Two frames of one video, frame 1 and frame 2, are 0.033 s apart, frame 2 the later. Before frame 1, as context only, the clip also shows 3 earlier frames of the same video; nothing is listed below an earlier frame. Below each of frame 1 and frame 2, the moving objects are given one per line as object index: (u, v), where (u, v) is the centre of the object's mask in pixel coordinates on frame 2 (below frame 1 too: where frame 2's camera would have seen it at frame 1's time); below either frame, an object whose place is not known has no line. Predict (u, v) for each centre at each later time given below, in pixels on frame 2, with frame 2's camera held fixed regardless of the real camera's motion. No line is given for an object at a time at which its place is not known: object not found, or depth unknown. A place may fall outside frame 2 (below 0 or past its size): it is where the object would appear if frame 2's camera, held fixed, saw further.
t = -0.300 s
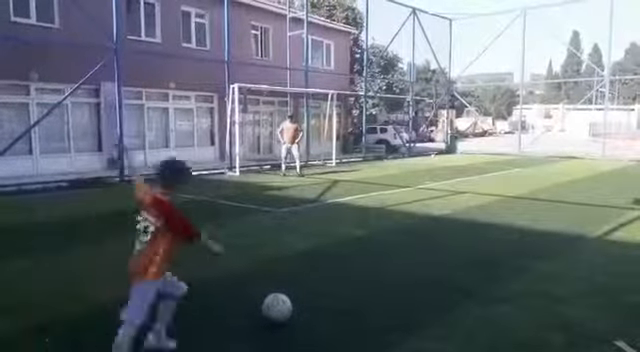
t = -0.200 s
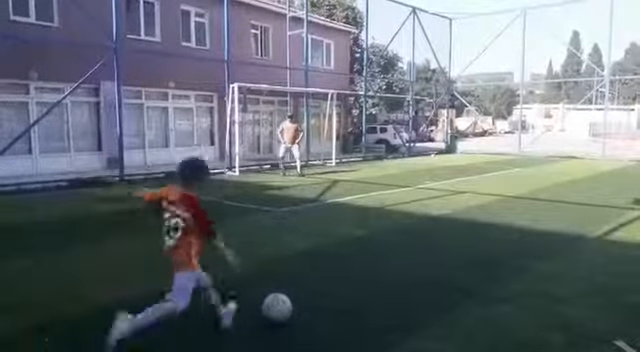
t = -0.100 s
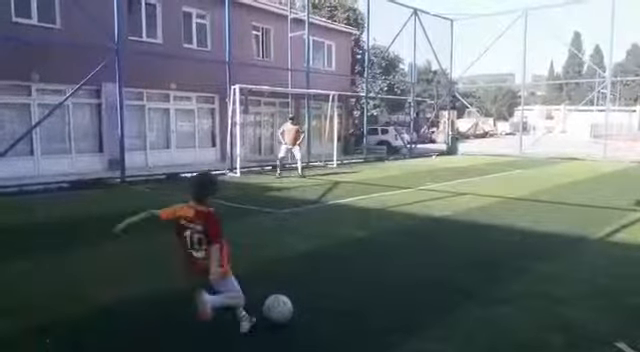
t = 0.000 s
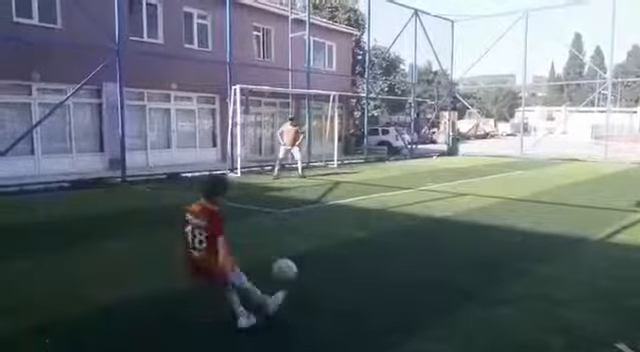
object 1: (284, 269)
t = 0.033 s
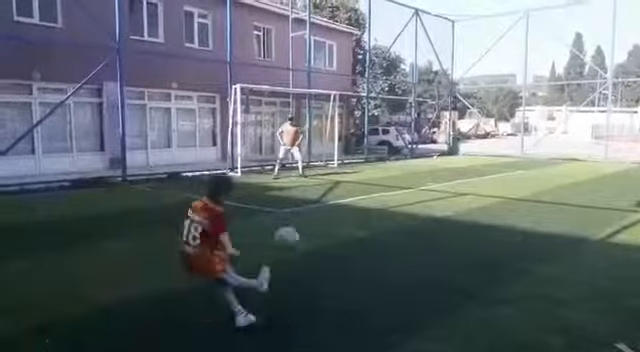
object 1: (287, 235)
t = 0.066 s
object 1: (289, 211)
